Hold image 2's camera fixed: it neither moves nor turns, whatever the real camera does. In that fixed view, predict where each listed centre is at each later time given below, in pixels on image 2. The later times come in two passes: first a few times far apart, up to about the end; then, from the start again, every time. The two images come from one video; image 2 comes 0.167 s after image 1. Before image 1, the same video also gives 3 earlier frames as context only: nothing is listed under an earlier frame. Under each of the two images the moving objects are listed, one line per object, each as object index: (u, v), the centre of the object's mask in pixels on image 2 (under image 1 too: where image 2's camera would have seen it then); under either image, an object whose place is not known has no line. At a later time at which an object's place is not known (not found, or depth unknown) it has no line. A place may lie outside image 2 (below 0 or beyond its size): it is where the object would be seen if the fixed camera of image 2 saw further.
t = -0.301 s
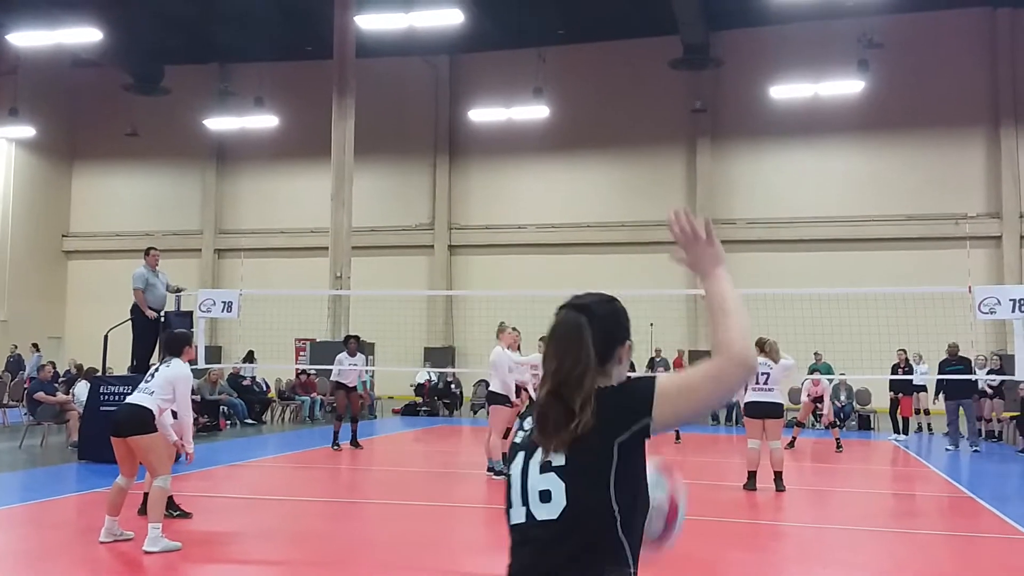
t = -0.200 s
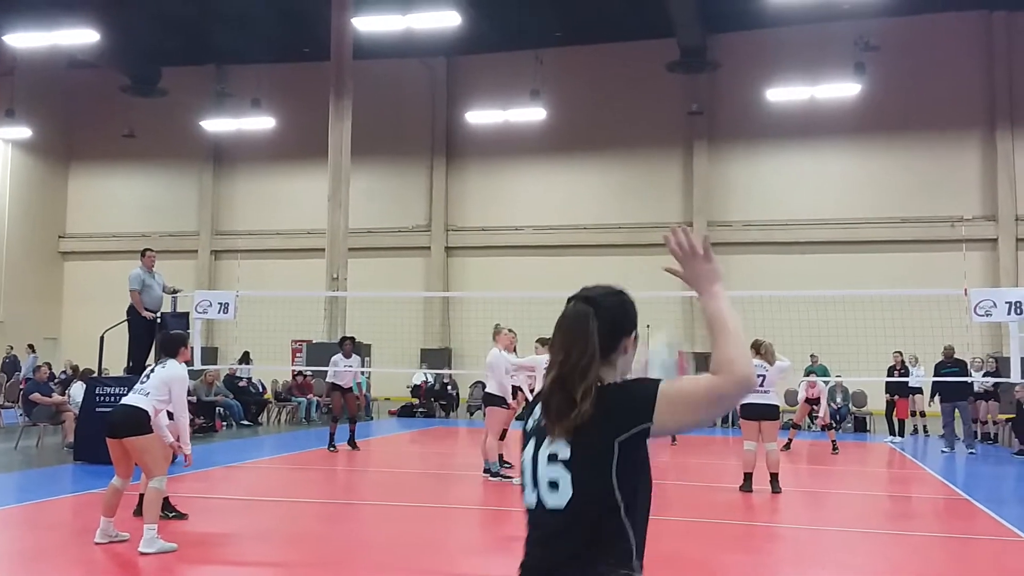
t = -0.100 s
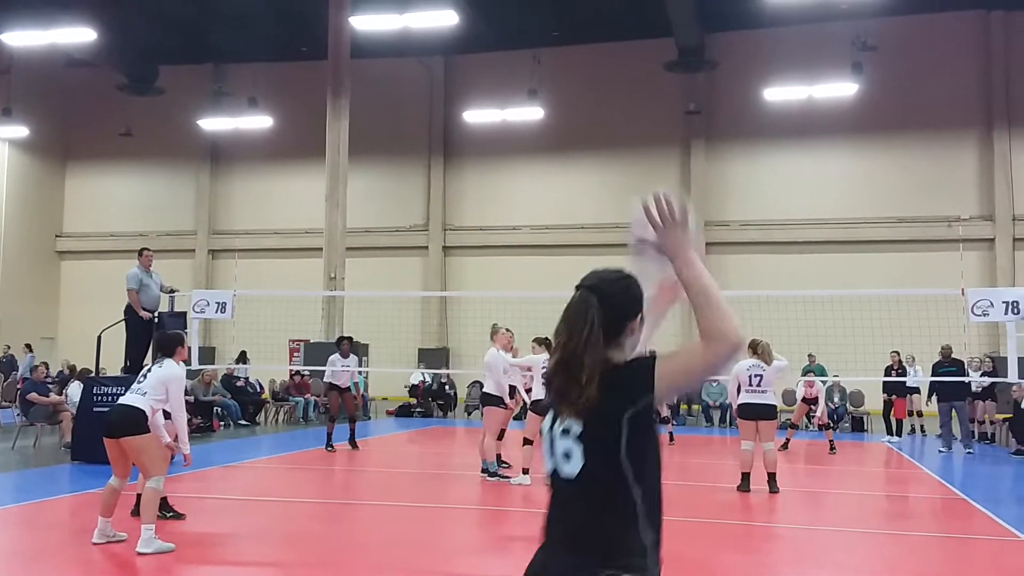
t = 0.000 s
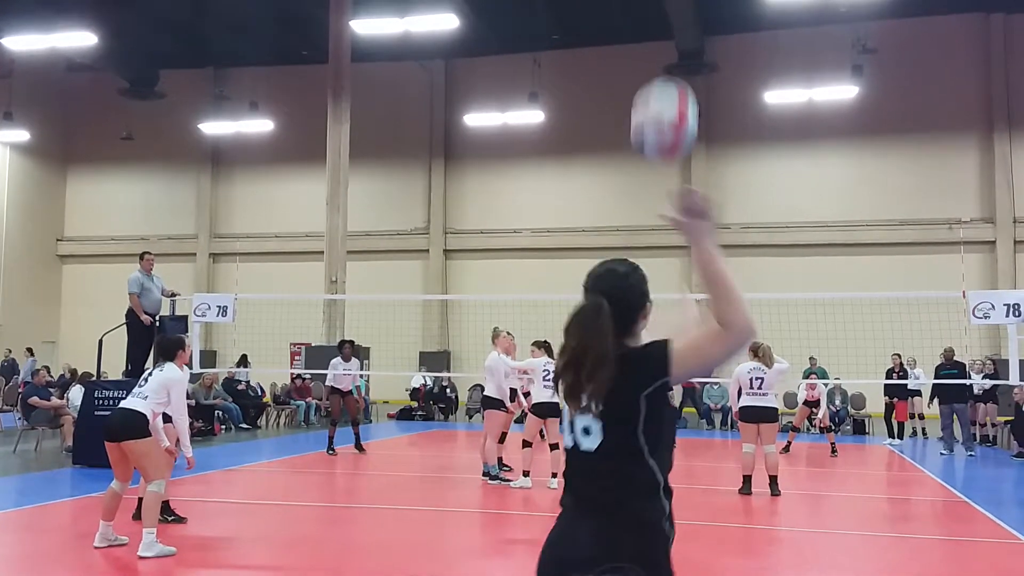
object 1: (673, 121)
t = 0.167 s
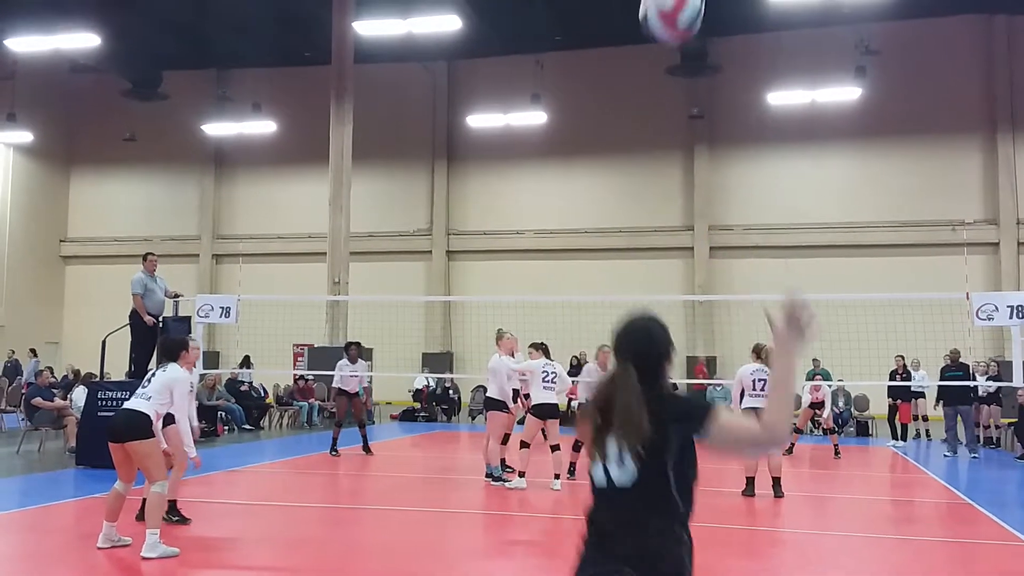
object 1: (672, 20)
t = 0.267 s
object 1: (674, 2)
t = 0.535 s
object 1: (682, 38)
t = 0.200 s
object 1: (672, 13)
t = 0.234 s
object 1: (673, 7)
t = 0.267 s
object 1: (674, 2)
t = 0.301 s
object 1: (675, 0)
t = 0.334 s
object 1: (677, 0)
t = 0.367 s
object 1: (678, 2)
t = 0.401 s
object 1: (679, 6)
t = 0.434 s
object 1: (680, 9)
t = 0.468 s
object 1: (680, 13)
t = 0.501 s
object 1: (682, 21)
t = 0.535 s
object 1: (682, 38)
